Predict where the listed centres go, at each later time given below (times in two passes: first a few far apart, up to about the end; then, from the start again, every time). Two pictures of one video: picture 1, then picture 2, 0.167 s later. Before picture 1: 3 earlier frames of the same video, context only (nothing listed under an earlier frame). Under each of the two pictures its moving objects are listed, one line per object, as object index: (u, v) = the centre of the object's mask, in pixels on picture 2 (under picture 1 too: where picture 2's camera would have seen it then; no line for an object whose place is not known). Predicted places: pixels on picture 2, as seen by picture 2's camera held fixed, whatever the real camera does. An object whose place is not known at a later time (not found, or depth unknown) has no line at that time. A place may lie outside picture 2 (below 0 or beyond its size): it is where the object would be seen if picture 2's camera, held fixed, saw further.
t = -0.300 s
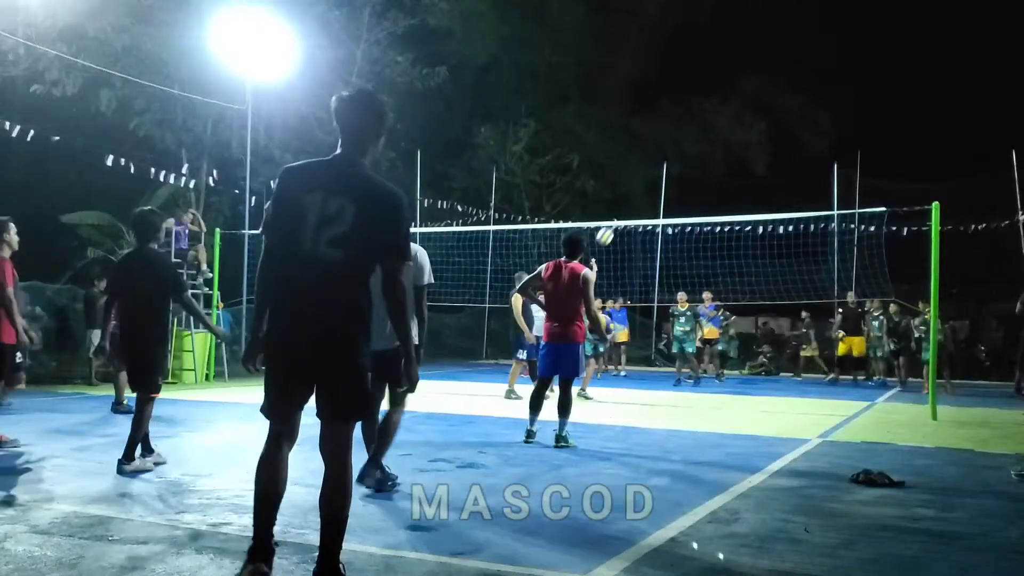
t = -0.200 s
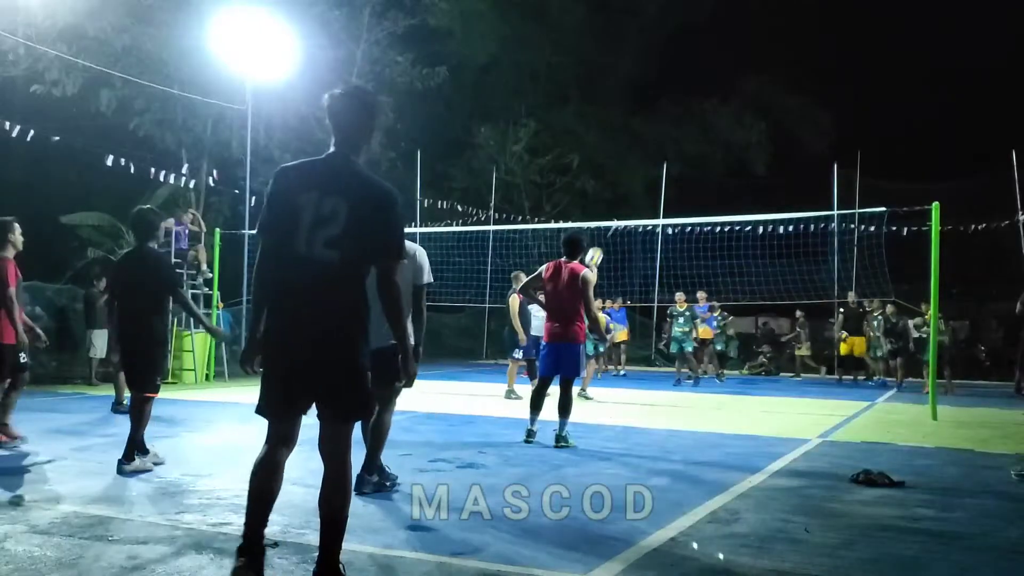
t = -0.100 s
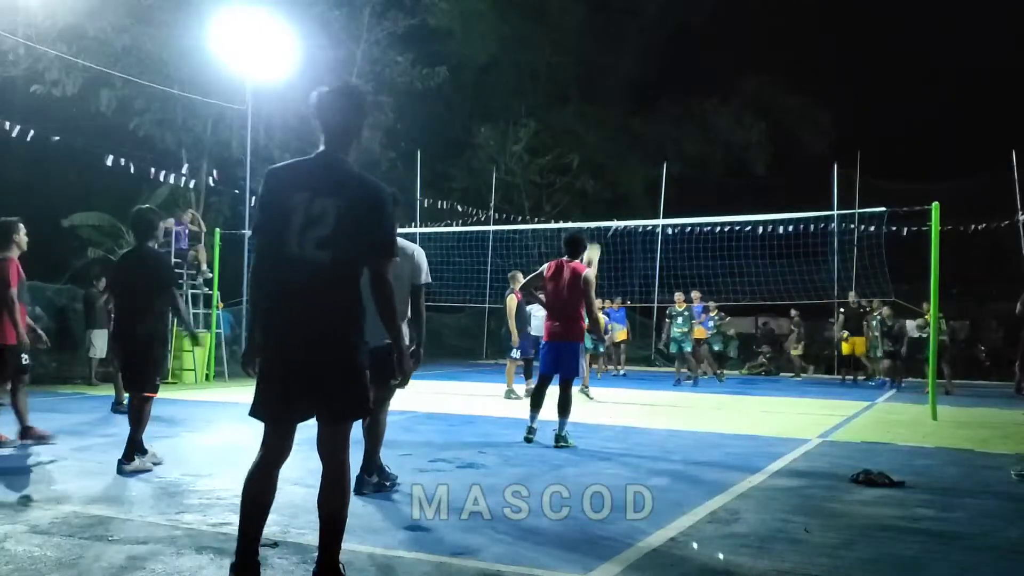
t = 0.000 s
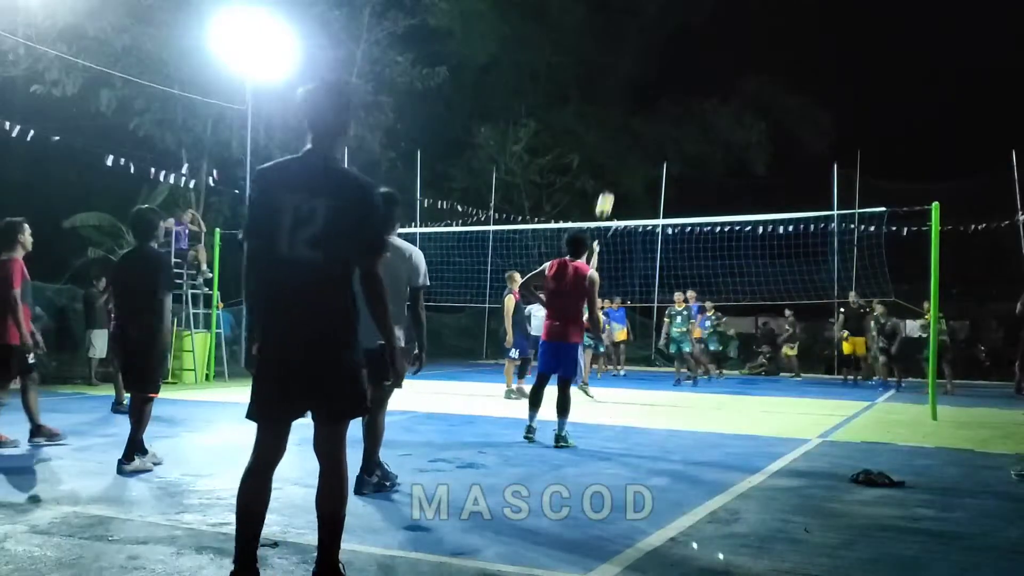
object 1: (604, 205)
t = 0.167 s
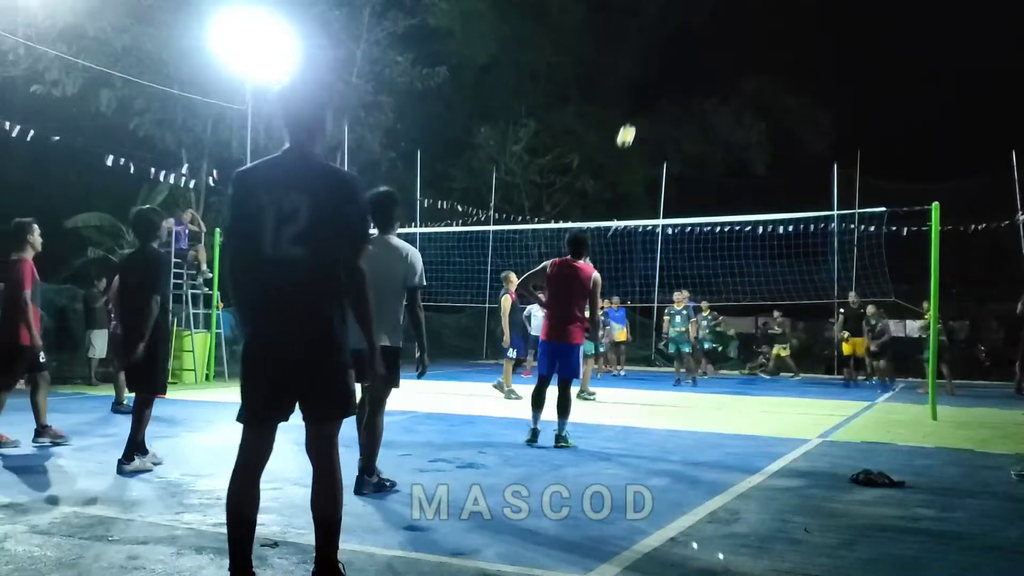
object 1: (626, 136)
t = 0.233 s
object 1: (634, 115)
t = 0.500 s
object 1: (665, 63)
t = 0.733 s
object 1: (690, 59)
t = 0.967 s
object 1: (713, 92)
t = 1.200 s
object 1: (733, 157)
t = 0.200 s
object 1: (630, 125)
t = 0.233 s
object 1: (634, 115)
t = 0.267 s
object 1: (638, 105)
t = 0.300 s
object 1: (642, 96)
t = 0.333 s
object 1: (646, 88)
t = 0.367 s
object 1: (650, 82)
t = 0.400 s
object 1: (654, 76)
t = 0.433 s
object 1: (658, 71)
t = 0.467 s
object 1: (661, 66)
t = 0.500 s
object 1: (665, 63)
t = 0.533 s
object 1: (669, 60)
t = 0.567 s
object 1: (672, 58)
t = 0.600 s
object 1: (676, 57)
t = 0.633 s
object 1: (679, 56)
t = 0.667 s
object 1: (683, 56)
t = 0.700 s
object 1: (686, 57)
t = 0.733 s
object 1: (690, 59)
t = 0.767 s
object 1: (693, 62)
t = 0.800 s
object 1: (696, 65)
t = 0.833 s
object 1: (700, 69)
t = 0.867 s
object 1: (703, 73)
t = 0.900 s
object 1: (706, 79)
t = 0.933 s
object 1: (710, 85)
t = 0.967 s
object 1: (713, 92)
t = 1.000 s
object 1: (716, 99)
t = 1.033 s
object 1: (718, 107)
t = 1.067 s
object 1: (721, 116)
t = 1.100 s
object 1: (724, 125)
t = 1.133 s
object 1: (727, 135)
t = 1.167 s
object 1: (730, 146)
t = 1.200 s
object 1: (733, 157)
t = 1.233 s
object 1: (735, 170)
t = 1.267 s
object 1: (738, 182)
